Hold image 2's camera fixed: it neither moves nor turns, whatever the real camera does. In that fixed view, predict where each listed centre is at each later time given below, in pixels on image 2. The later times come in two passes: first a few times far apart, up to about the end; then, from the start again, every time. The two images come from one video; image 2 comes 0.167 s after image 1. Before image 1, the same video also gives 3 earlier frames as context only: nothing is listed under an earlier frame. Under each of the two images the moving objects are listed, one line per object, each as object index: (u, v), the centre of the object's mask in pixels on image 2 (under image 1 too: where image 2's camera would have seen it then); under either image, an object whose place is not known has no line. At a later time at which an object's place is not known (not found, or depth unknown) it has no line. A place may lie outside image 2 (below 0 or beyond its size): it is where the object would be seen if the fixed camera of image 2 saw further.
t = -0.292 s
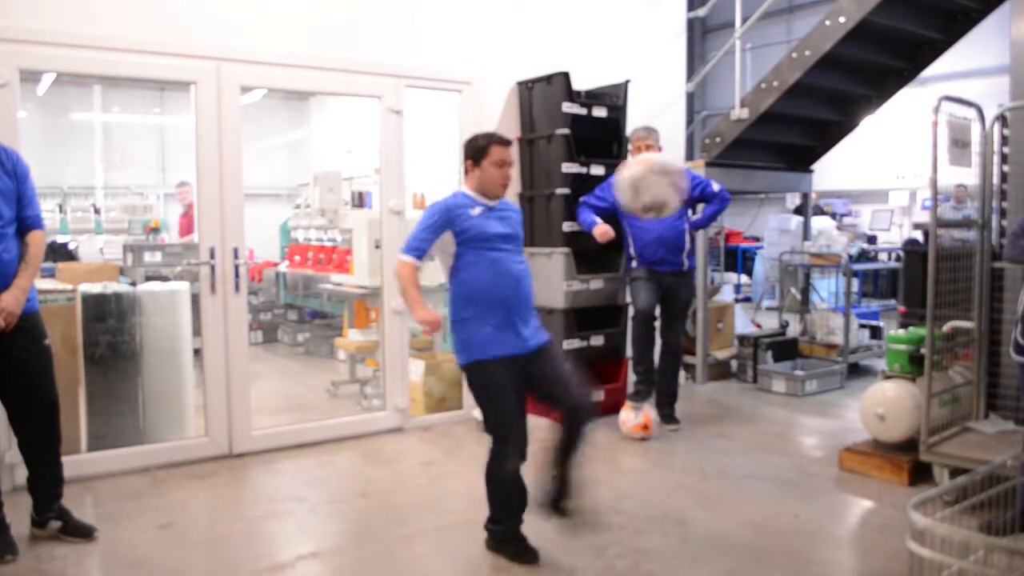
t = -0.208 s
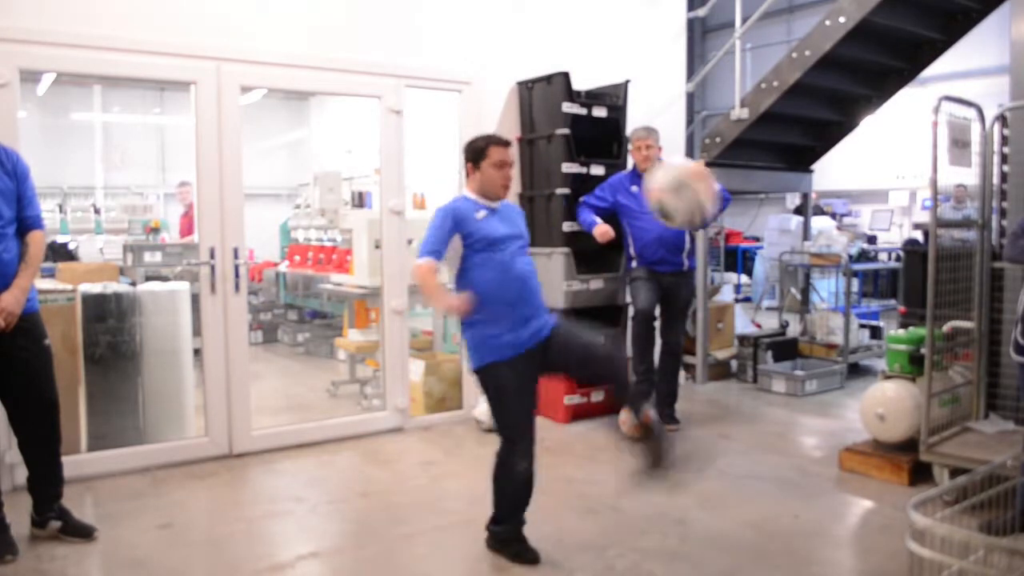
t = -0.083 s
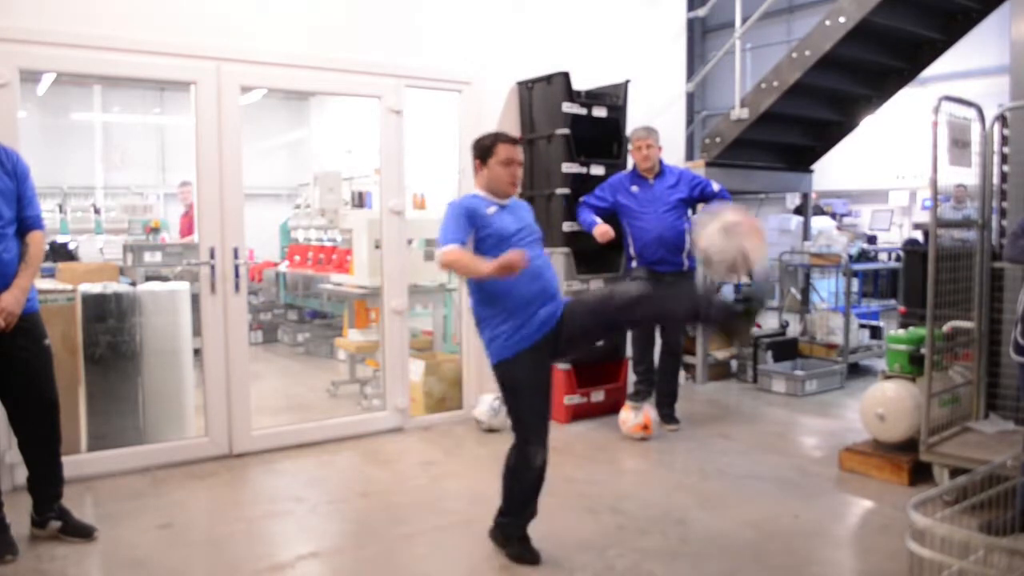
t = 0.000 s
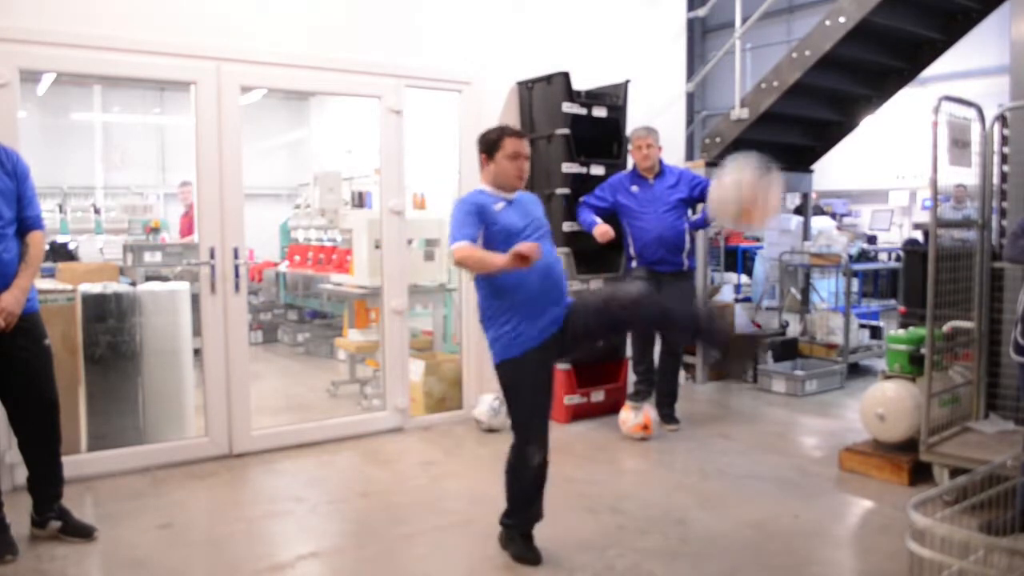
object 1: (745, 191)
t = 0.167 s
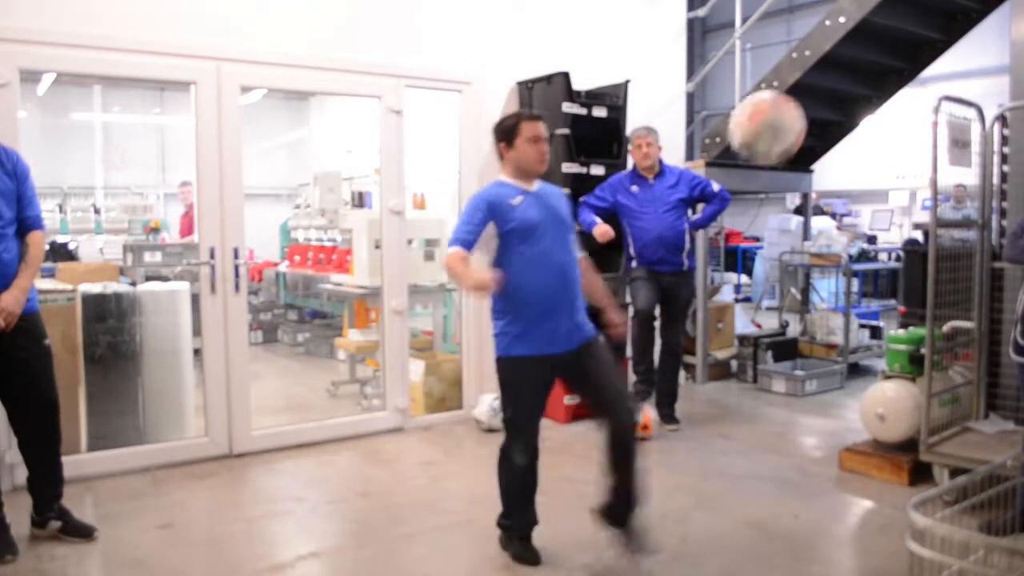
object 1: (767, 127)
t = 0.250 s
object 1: (777, 126)
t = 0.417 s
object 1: (795, 180)
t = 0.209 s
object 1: (772, 124)
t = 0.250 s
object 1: (777, 126)
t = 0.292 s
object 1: (782, 132)
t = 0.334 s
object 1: (786, 141)
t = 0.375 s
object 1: (790, 158)
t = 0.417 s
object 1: (795, 180)
